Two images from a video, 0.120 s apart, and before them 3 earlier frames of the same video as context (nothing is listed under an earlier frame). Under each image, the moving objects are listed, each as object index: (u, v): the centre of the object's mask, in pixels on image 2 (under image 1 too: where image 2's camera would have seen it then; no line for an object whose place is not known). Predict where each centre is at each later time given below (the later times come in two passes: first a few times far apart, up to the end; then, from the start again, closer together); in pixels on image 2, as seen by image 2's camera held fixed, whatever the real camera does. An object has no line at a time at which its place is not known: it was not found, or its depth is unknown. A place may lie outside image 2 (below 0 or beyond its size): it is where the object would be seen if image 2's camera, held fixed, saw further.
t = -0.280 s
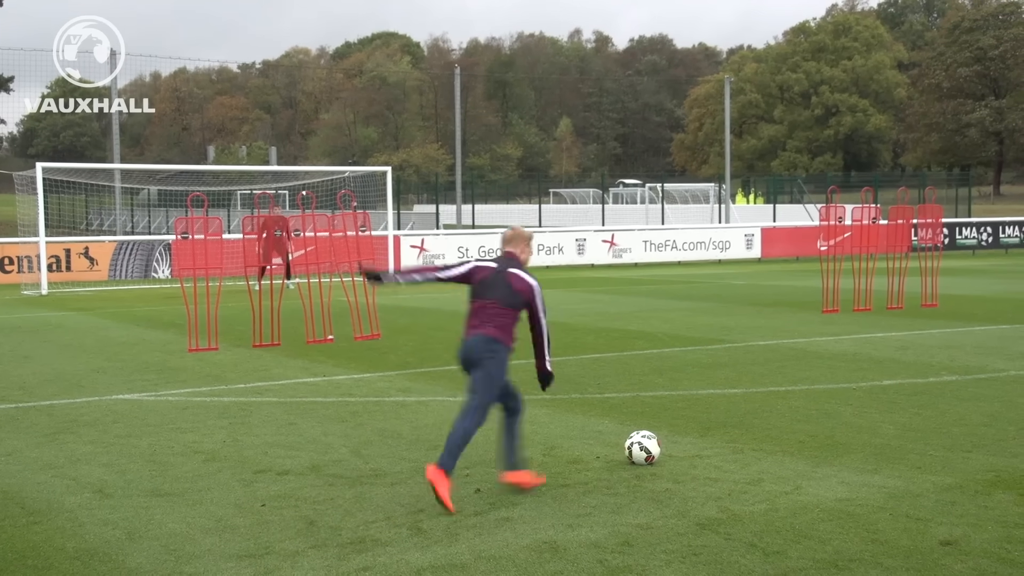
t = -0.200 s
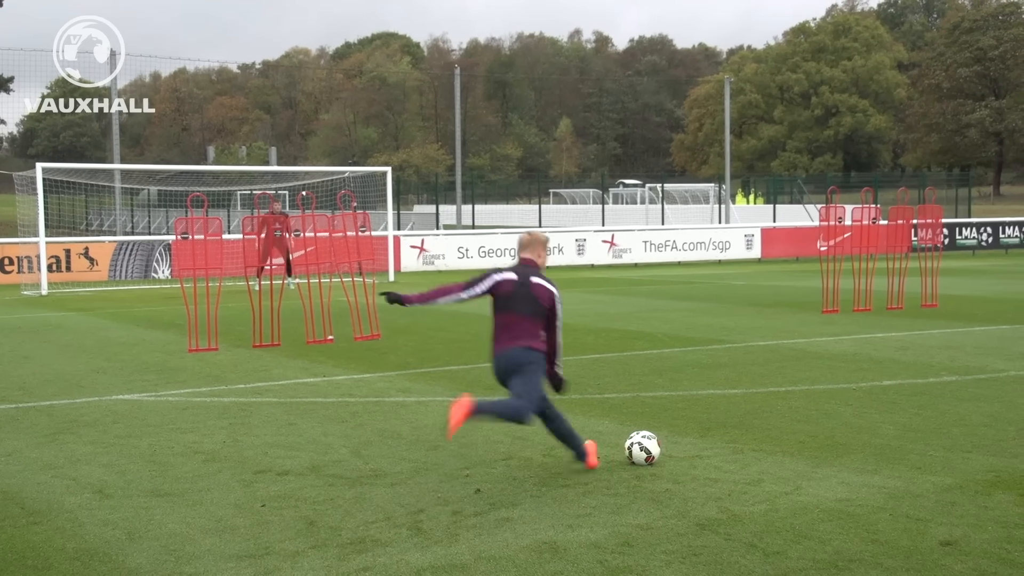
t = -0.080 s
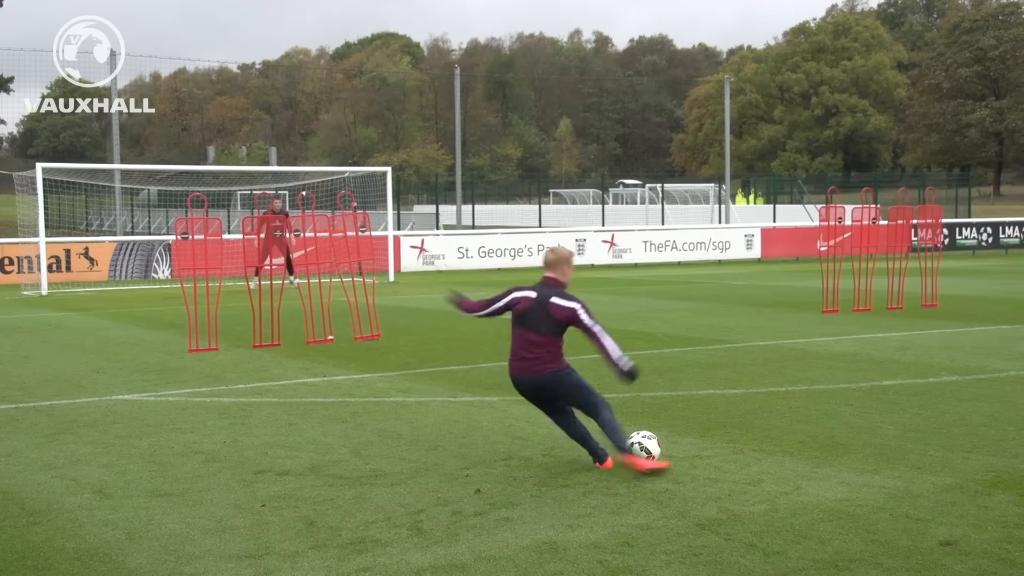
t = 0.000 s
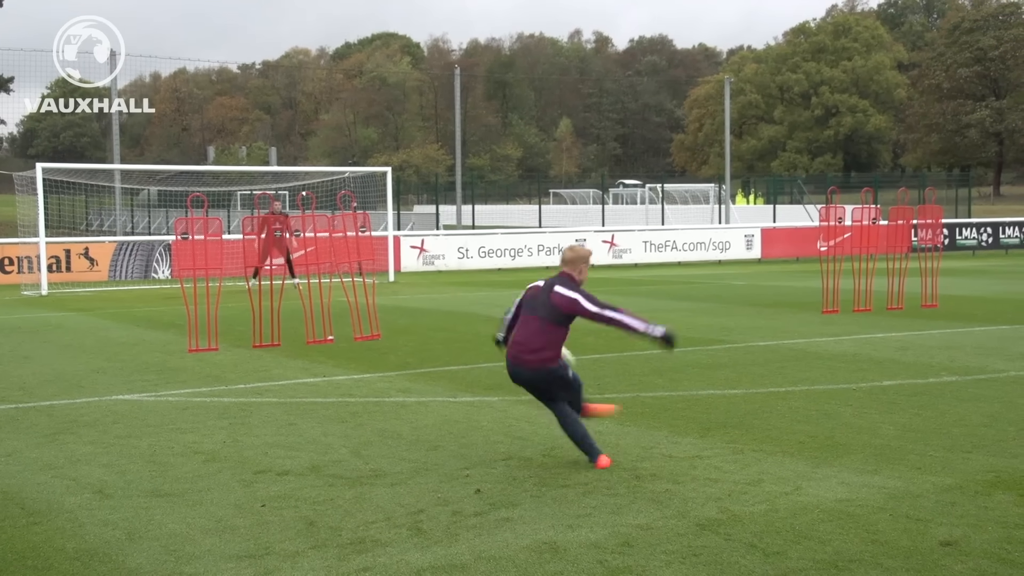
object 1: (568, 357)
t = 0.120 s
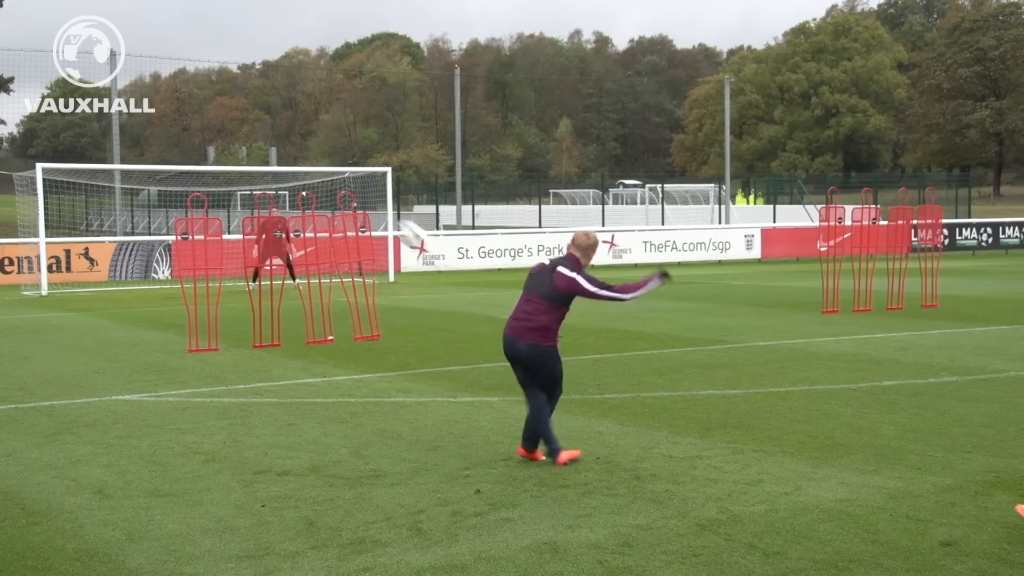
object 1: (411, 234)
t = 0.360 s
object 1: (239, 152)
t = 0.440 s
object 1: (198, 148)
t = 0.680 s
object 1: (99, 169)
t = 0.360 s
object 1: (239, 152)
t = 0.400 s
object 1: (218, 149)
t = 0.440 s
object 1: (198, 148)
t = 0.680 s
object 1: (99, 169)
